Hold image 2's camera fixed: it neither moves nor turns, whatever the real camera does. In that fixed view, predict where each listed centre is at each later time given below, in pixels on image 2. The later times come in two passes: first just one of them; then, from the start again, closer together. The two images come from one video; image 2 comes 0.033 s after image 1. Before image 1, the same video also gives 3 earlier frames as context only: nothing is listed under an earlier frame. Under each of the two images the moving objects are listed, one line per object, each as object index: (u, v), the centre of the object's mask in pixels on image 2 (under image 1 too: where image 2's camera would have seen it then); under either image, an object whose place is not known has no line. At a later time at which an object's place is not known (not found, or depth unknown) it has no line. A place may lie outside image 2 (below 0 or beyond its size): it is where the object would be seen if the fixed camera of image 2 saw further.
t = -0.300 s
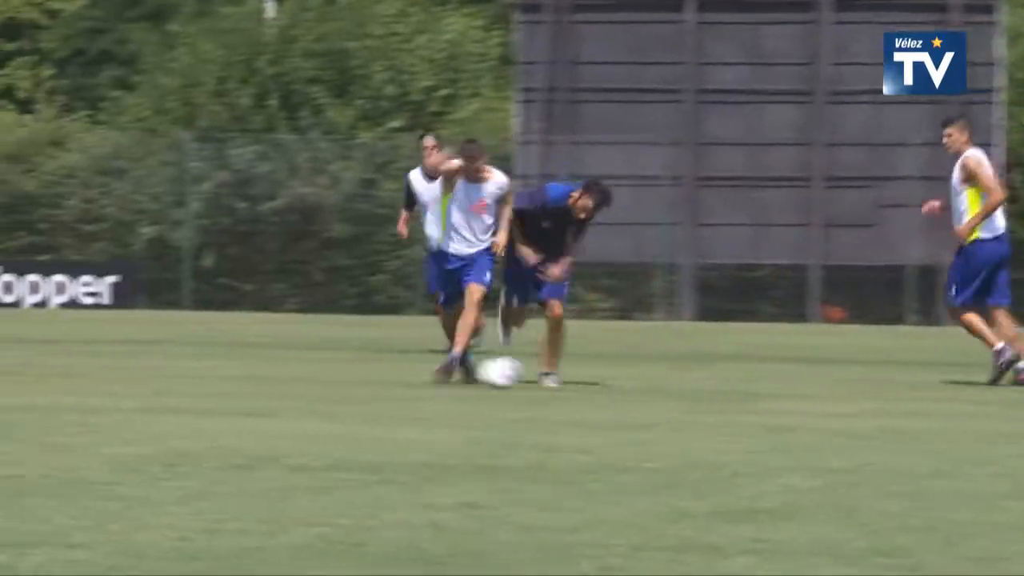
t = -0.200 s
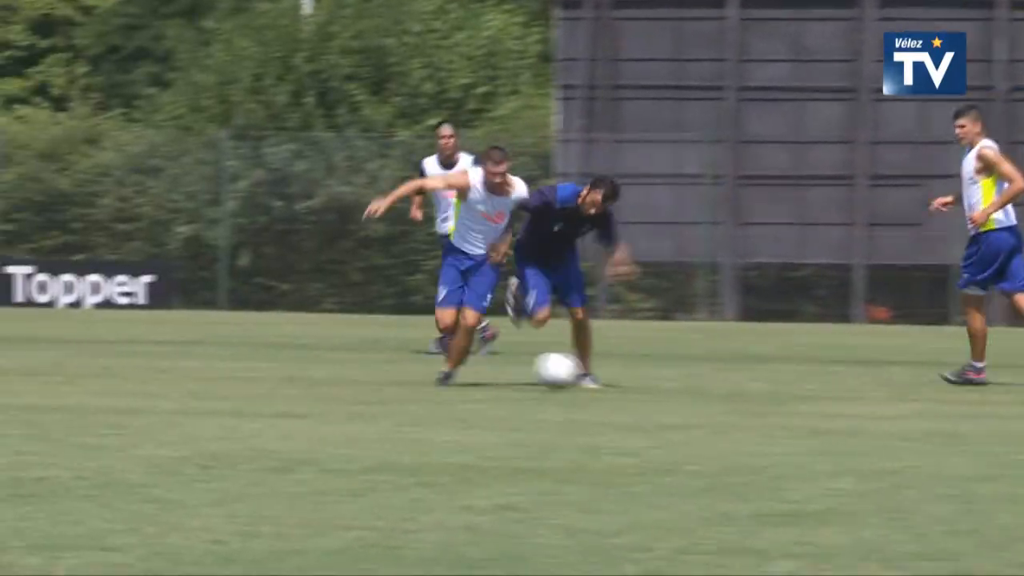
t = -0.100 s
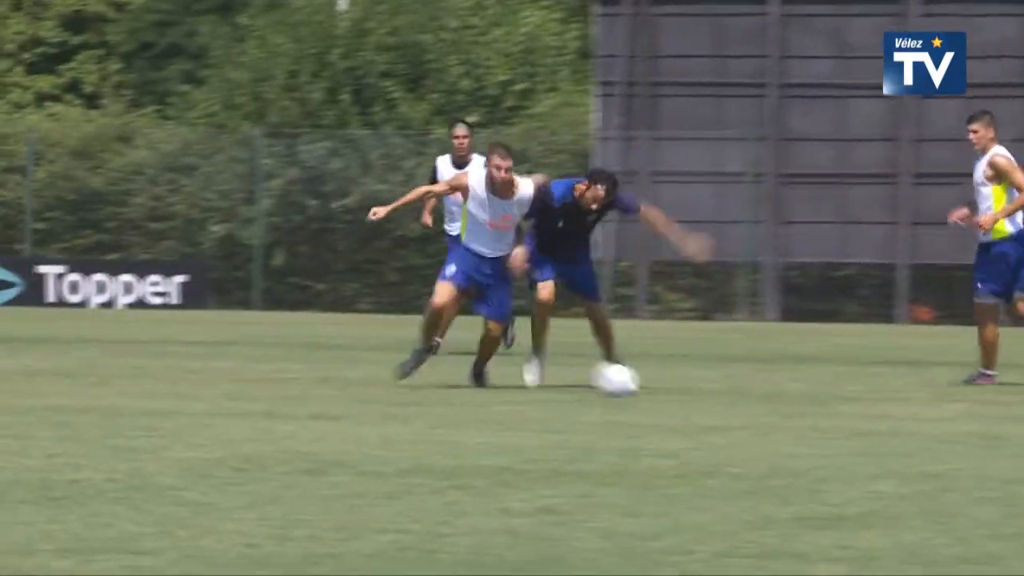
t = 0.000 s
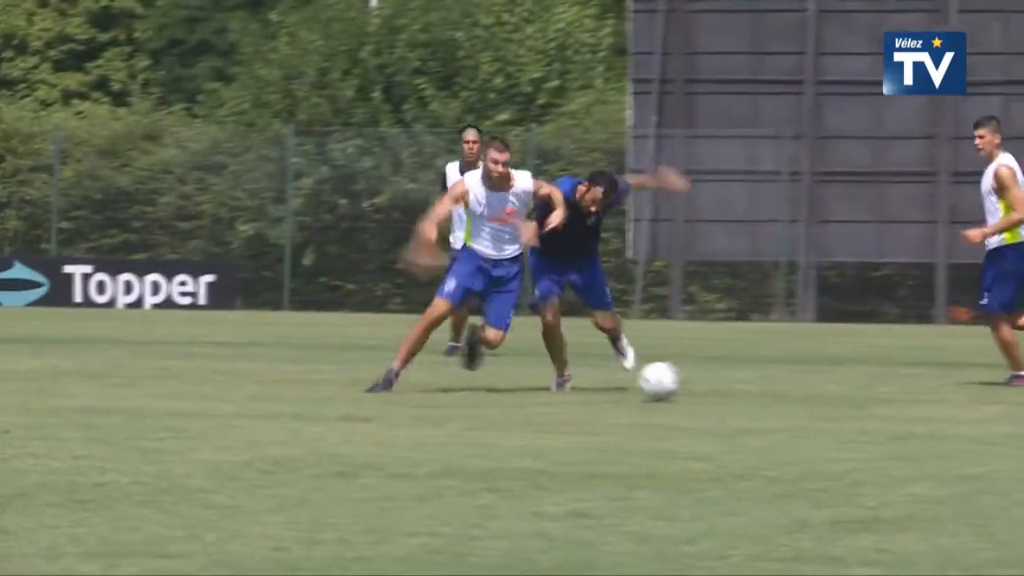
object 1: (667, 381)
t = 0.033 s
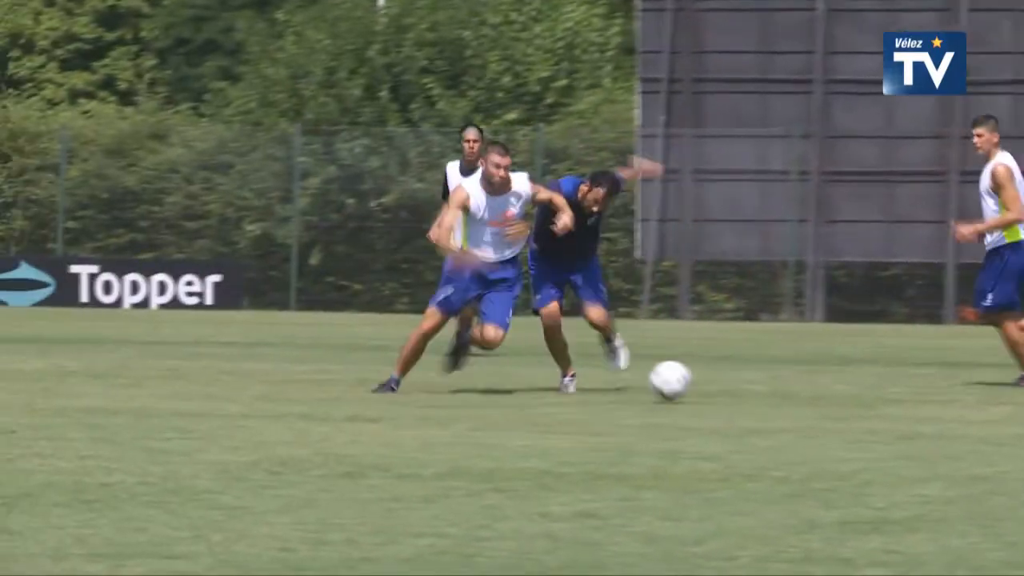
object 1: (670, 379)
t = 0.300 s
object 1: (685, 389)
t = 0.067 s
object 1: (672, 381)
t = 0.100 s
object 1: (674, 384)
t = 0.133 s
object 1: (676, 387)
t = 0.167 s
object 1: (679, 388)
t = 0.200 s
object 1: (680, 387)
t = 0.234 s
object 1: (681, 386)
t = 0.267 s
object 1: (682, 386)
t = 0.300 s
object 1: (685, 389)
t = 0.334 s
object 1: (687, 391)
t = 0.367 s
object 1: (689, 392)
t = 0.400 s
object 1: (691, 390)
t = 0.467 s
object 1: (694, 389)
